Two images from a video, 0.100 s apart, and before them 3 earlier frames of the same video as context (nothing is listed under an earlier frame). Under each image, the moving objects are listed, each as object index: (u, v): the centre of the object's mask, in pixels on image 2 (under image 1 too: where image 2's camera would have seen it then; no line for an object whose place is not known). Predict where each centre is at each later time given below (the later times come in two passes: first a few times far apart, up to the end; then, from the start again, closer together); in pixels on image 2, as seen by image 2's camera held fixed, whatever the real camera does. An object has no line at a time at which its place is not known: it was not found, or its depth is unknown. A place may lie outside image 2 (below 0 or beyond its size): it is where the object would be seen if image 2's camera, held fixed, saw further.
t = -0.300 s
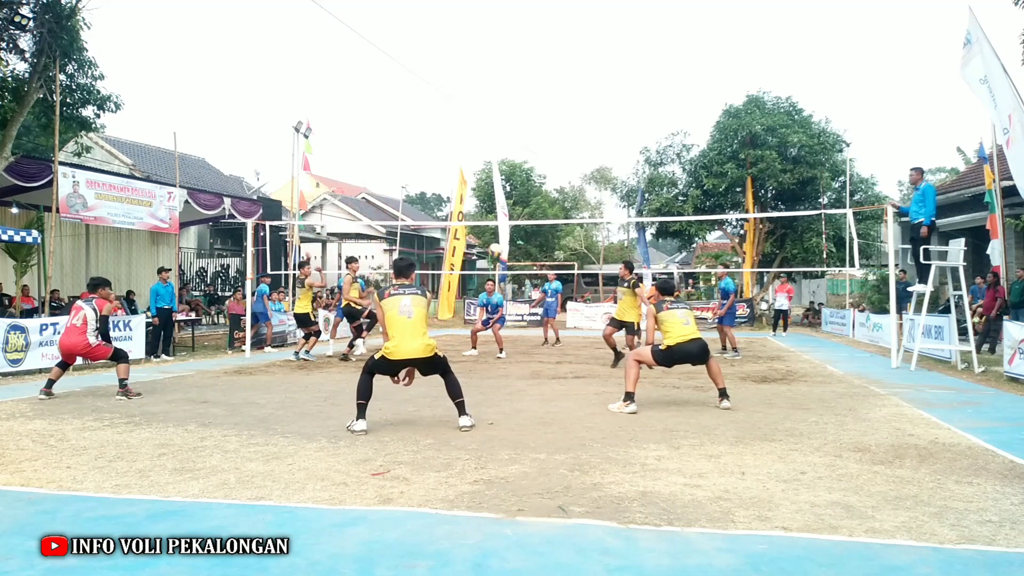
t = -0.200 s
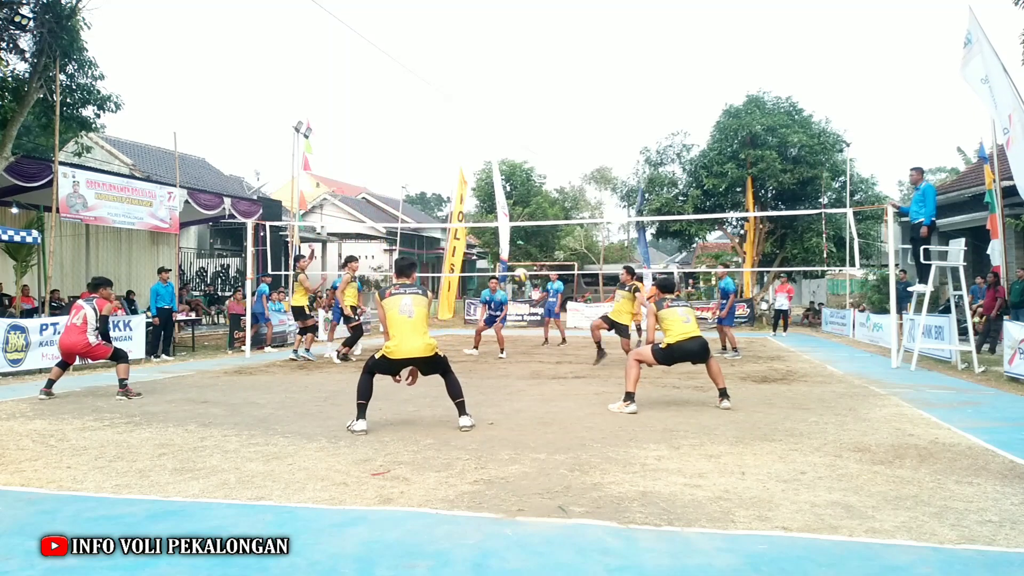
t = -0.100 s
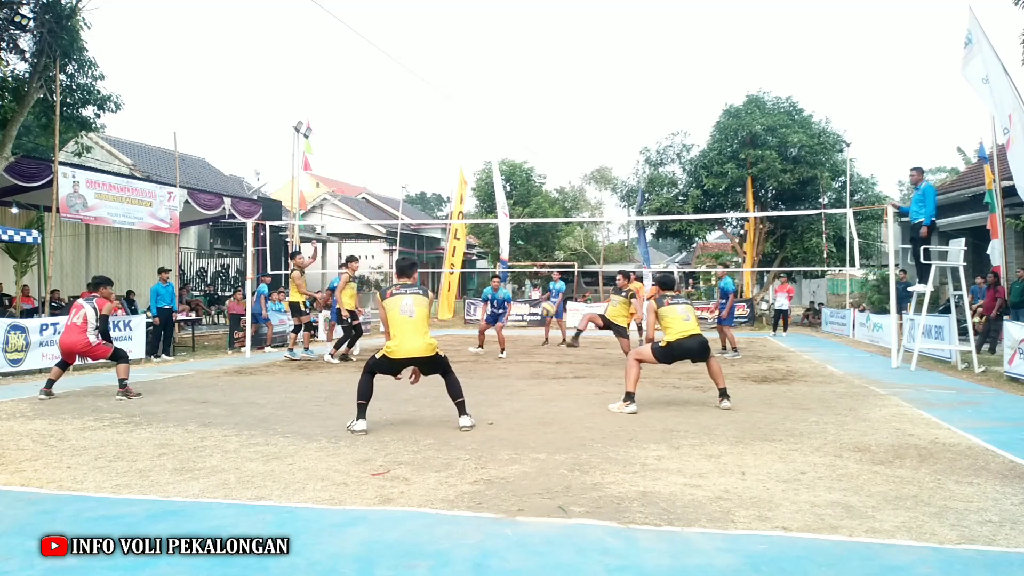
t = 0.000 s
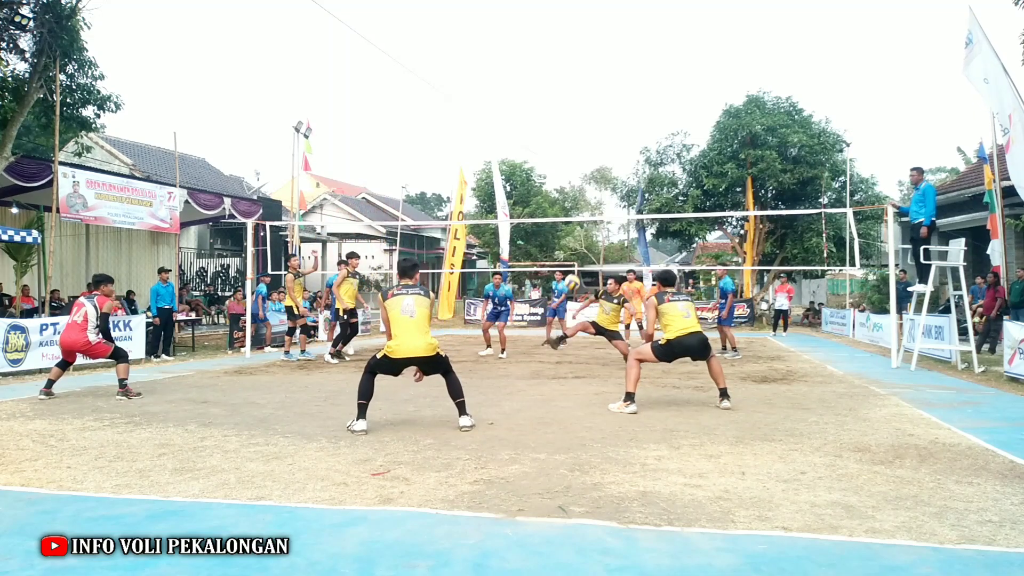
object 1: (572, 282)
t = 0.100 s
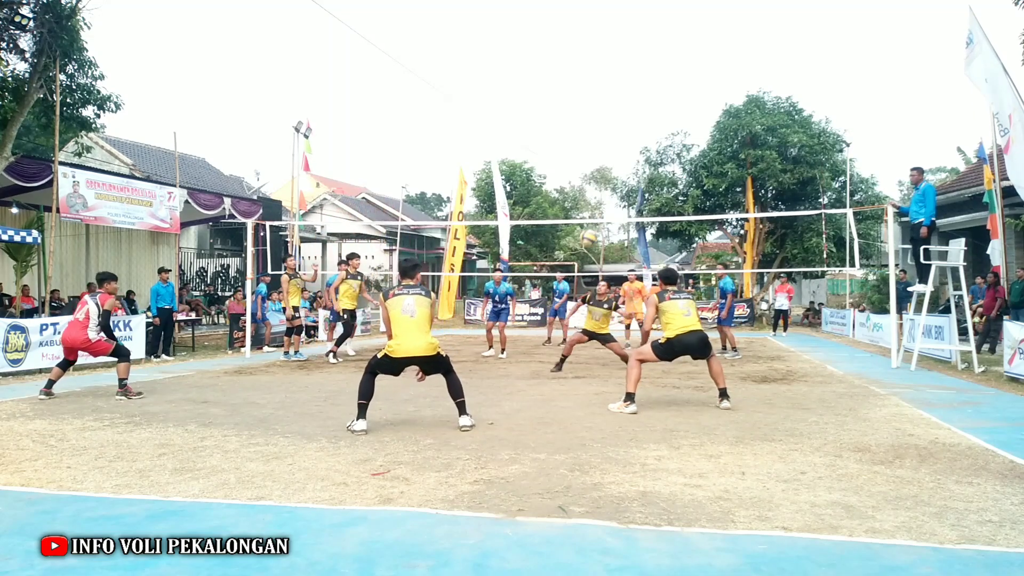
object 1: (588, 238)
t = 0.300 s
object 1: (625, 162)
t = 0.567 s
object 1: (687, 95)
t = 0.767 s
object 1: (747, 79)
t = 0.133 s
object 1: (593, 224)
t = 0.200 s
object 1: (606, 196)
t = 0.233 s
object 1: (613, 185)
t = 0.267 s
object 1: (618, 174)
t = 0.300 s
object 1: (625, 162)
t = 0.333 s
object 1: (631, 152)
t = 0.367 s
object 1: (639, 141)
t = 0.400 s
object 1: (647, 132)
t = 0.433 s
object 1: (654, 123)
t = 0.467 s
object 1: (662, 115)
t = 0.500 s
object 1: (670, 107)
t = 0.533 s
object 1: (679, 100)
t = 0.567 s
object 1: (687, 95)
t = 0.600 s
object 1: (697, 89)
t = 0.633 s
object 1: (705, 86)
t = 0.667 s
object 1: (716, 82)
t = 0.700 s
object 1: (725, 80)
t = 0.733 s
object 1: (734, 78)
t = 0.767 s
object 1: (747, 79)
